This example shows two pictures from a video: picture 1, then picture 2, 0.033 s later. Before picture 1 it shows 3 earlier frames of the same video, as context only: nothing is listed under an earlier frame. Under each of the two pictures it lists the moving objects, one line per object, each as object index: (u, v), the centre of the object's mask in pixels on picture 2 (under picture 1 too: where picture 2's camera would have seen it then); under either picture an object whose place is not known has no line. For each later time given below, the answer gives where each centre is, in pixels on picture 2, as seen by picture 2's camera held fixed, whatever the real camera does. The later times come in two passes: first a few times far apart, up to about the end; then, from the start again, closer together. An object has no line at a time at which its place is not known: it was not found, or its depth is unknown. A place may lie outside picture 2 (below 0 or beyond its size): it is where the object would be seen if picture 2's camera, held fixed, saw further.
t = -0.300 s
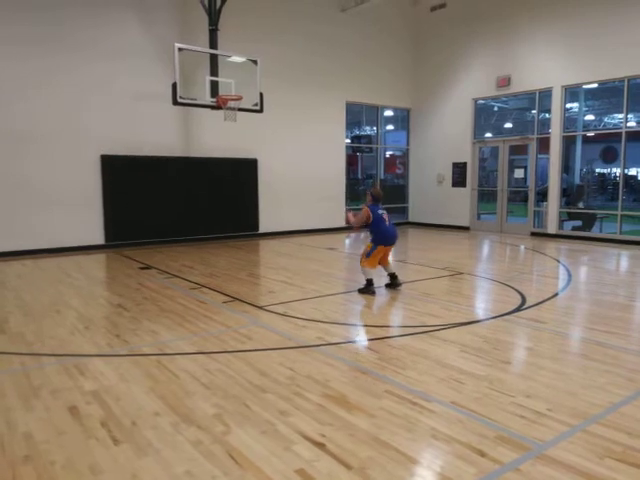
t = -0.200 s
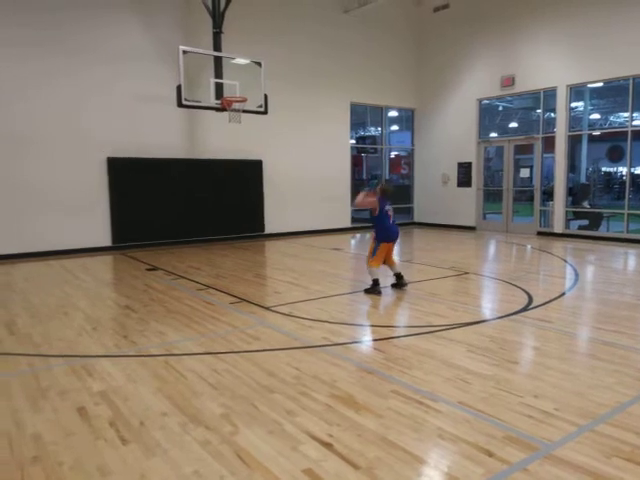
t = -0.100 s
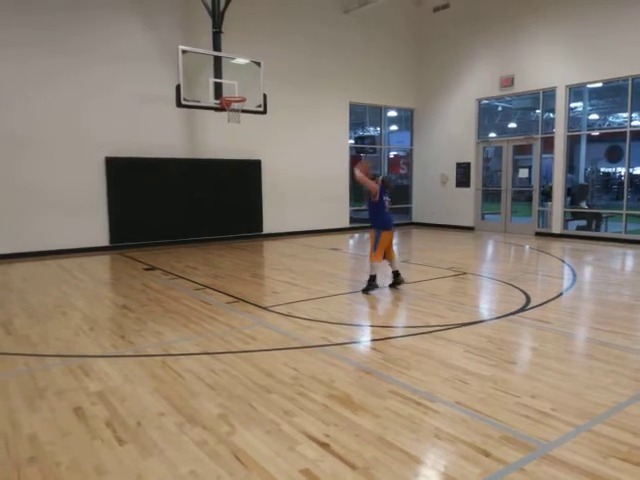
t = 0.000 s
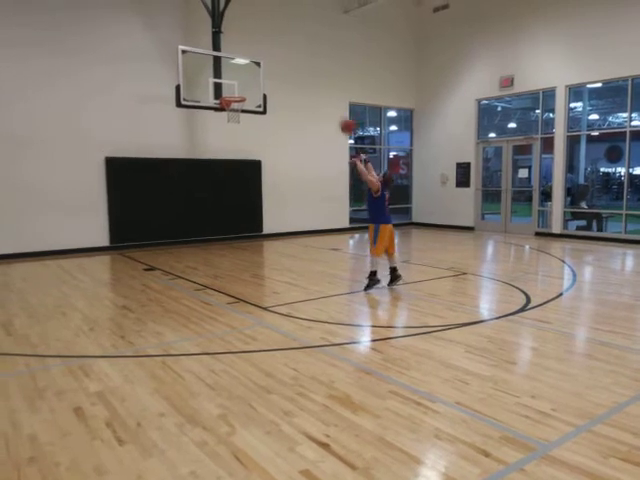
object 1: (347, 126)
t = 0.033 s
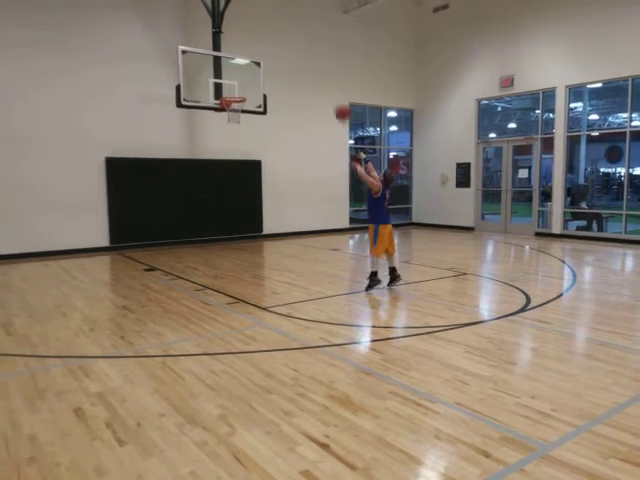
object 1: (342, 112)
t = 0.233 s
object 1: (314, 53)
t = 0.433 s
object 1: (290, 27)
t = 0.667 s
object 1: (266, 29)
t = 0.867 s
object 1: (249, 54)
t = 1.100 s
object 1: (231, 106)
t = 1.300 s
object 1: (233, 142)
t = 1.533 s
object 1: (234, 211)
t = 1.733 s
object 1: (237, 226)
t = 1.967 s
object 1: (240, 178)
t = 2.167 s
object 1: (244, 156)
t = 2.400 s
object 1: (250, 157)
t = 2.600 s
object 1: (257, 186)
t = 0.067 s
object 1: (337, 100)
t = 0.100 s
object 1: (332, 89)
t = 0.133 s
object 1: (328, 79)
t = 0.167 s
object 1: (323, 70)
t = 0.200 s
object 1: (319, 61)
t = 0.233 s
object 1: (314, 53)
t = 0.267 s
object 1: (310, 48)
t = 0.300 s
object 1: (305, 42)
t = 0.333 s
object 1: (301, 37)
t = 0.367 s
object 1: (297, 33)
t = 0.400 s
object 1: (293, 29)
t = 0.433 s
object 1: (290, 27)
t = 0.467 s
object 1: (286, 25)
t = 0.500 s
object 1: (282, 24)
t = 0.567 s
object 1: (276, 23)
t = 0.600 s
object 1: (272, 25)
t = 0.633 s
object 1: (269, 26)
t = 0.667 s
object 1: (266, 29)
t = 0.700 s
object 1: (263, 32)
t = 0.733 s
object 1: (260, 35)
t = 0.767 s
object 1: (257, 40)
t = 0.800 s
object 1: (254, 43)
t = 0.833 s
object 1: (252, 48)
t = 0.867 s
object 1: (249, 54)
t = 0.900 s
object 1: (246, 60)
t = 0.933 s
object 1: (243, 67)
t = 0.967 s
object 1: (241, 73)
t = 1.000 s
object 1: (238, 81)
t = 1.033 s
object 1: (236, 89)
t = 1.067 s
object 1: (234, 96)
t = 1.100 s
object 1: (231, 106)
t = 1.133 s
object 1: (233, 112)
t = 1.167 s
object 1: (233, 116)
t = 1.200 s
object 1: (233, 122)
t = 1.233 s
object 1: (233, 127)
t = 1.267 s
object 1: (233, 134)
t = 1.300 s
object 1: (233, 142)
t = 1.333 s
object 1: (233, 150)
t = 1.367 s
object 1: (233, 158)
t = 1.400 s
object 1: (234, 168)
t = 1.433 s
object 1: (234, 177)
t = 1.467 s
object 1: (234, 188)
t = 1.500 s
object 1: (234, 199)
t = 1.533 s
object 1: (234, 211)
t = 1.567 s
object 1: (235, 222)
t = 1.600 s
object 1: (235, 233)
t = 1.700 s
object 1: (236, 234)
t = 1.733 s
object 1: (237, 226)
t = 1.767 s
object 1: (237, 219)
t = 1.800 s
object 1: (238, 211)
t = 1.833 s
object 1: (238, 204)
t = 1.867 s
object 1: (238, 196)
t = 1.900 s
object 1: (239, 190)
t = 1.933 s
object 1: (240, 183)
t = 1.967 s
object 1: (240, 178)
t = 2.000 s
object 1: (241, 173)
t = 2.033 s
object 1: (241, 168)
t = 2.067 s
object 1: (243, 165)
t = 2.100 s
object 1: (243, 161)
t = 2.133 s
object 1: (243, 158)
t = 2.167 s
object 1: (244, 156)
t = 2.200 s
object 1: (245, 155)
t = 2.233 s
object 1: (246, 153)
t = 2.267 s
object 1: (247, 153)
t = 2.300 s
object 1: (248, 154)
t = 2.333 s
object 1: (248, 154)
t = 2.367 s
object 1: (249, 156)
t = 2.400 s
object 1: (250, 157)
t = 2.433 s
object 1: (252, 160)
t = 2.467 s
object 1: (253, 164)
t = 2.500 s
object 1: (254, 169)
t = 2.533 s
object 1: (254, 173)
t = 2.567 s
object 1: (256, 179)
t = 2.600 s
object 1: (257, 186)
